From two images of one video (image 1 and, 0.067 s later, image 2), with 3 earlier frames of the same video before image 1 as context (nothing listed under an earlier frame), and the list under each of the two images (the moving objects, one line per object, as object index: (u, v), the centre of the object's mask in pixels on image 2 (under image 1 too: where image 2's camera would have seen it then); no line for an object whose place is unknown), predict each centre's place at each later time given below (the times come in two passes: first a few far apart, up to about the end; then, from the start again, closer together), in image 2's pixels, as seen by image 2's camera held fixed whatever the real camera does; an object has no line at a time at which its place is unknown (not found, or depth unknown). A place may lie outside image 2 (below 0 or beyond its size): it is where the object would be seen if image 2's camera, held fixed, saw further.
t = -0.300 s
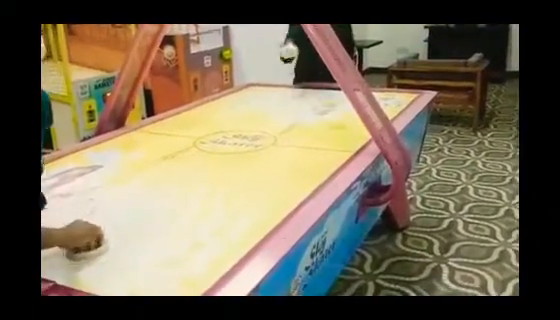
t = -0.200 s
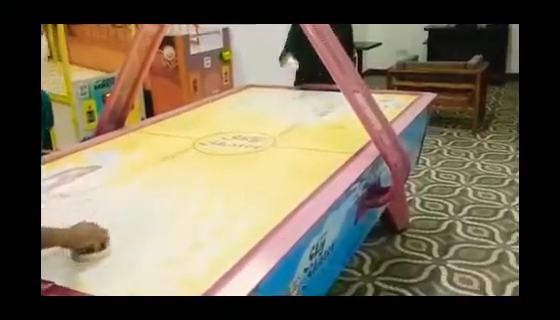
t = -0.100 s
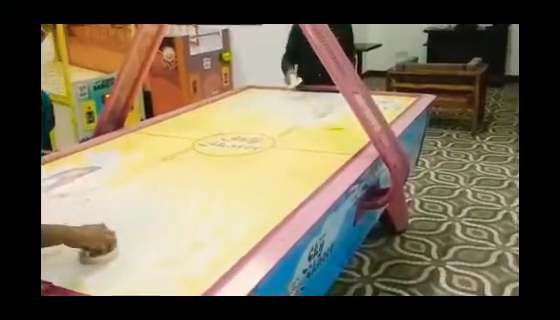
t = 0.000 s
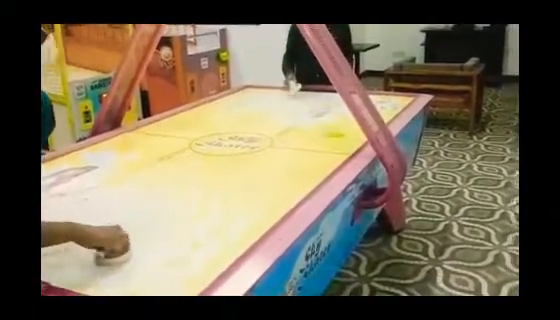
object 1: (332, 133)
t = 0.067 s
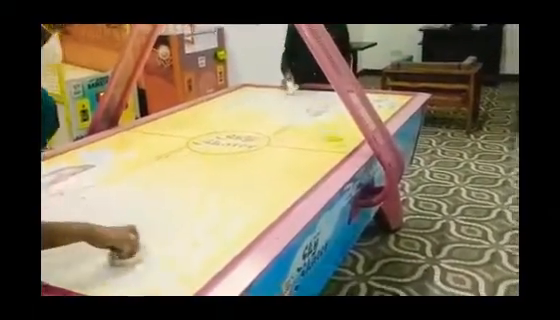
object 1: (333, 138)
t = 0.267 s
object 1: (333, 157)
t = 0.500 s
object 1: (291, 174)
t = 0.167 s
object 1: (336, 146)
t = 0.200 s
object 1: (337, 151)
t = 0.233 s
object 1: (336, 152)
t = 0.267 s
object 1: (333, 157)
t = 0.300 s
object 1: (332, 158)
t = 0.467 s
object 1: (295, 172)
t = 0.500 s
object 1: (291, 174)
